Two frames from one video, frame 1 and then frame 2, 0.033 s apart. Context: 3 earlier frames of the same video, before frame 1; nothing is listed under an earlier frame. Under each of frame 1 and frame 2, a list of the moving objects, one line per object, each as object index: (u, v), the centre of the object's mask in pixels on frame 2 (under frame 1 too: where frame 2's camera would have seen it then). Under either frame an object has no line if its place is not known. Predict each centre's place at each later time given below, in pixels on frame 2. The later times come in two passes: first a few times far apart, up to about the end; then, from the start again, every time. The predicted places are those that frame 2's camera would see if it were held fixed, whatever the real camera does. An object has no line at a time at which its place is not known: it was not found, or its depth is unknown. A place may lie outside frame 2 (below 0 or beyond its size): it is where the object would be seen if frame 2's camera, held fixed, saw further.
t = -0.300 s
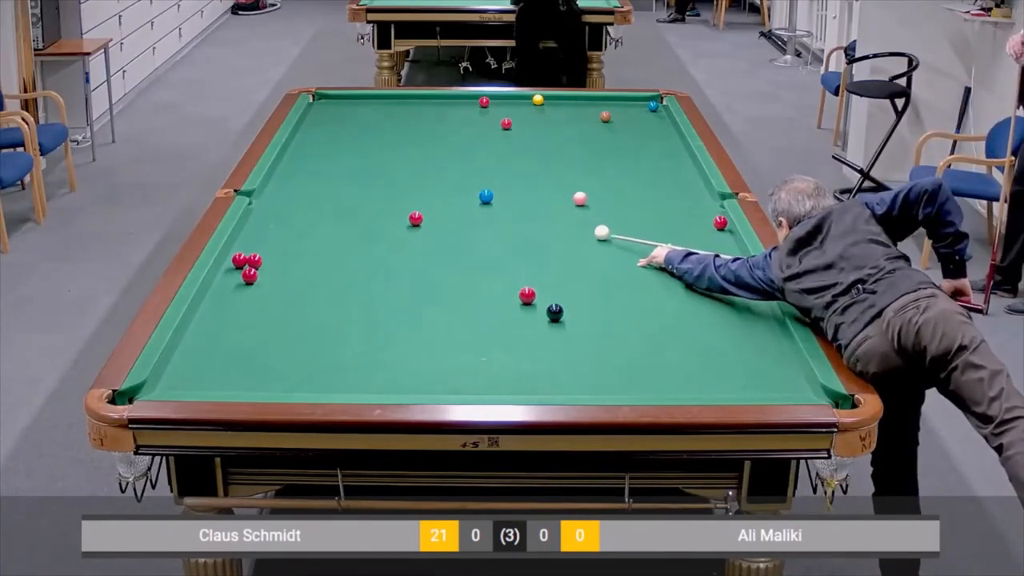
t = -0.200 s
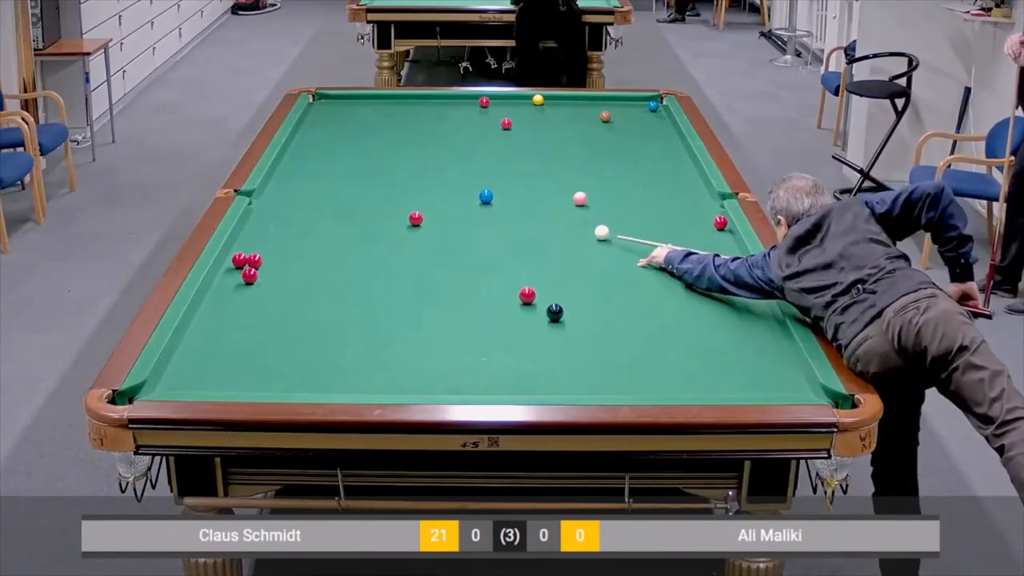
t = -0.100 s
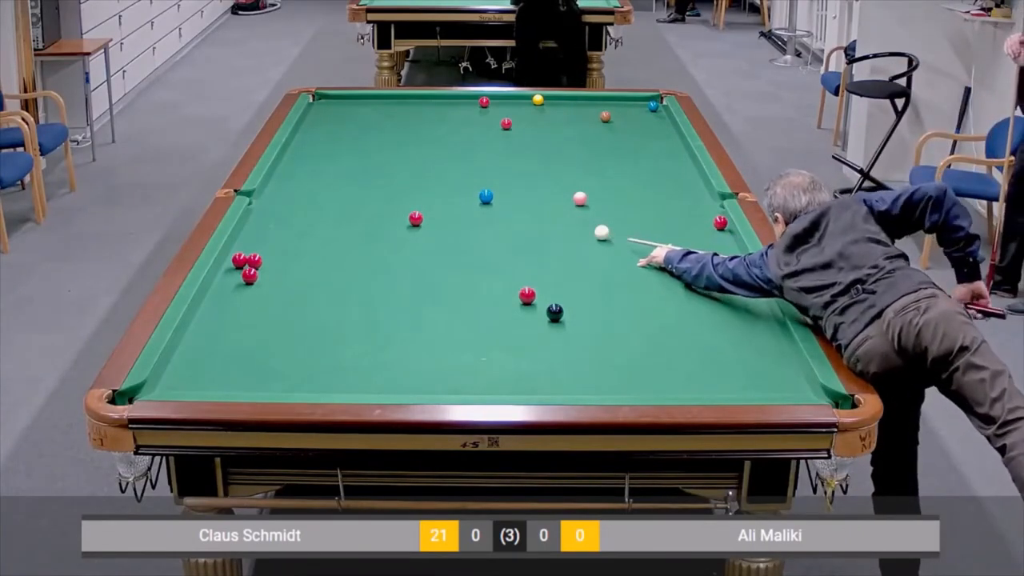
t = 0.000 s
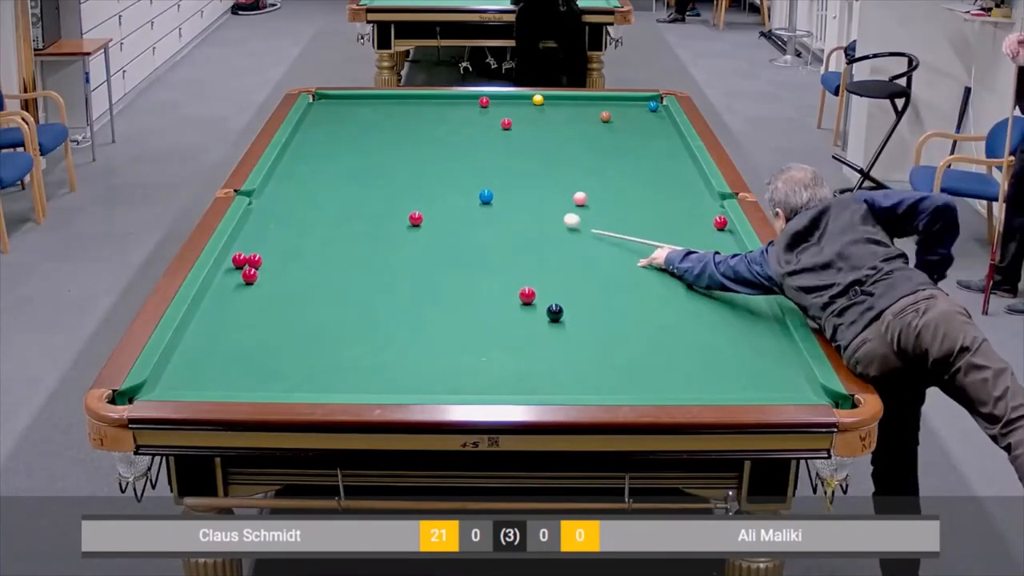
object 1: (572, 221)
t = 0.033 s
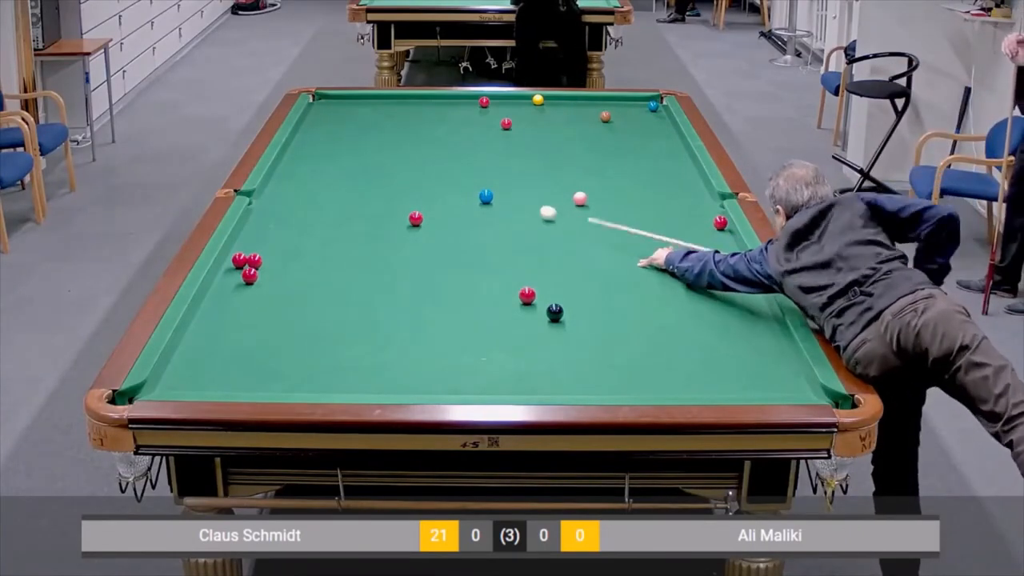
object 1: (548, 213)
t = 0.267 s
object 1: (492, 167)
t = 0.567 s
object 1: (486, 127)
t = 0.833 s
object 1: (484, 104)
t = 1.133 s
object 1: (499, 109)
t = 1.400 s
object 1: (519, 117)
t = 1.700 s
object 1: (540, 124)
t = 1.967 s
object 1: (558, 130)
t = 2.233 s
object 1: (576, 136)
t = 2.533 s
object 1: (595, 142)
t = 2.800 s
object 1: (611, 148)
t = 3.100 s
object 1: (629, 154)
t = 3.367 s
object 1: (644, 159)
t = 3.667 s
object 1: (659, 164)
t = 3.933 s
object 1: (673, 169)
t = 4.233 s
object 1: (686, 174)
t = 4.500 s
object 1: (697, 178)
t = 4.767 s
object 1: (701, 181)
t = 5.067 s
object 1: (698, 184)
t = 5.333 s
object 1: (696, 186)
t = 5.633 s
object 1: (694, 188)
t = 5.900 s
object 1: (692, 189)
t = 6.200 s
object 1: (691, 190)
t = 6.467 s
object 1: (690, 190)
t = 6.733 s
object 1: (690, 190)
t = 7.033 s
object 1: (690, 190)
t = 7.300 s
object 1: (690, 190)
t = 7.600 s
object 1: (690, 190)
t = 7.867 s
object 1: (690, 190)
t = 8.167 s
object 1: (690, 190)
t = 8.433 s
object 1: (690, 190)
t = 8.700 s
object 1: (690, 190)
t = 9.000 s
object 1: (690, 190)
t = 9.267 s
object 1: (690, 190)
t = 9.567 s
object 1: (690, 190)
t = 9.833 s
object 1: (690, 190)
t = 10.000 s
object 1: (690, 190)
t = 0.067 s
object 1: (525, 205)
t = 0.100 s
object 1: (503, 197)
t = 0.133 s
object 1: (498, 191)
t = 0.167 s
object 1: (497, 184)
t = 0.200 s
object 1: (495, 178)
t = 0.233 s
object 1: (494, 172)
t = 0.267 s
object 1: (492, 167)
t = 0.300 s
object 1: (491, 161)
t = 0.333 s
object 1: (490, 156)
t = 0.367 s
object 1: (489, 151)
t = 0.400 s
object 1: (488, 147)
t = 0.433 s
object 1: (488, 142)
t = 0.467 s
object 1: (487, 139)
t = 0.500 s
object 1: (486, 135)
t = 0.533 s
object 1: (486, 131)
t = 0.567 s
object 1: (486, 127)
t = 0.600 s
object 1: (485, 124)
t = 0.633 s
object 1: (485, 121)
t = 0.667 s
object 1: (485, 118)
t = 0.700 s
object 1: (485, 115)
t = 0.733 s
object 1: (484, 112)
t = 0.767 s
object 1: (484, 109)
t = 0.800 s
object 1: (484, 106)
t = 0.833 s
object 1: (484, 104)
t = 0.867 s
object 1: (484, 104)
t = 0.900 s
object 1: (484, 104)
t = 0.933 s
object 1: (484, 104)
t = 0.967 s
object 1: (485, 103)
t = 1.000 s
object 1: (486, 104)
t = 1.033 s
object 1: (490, 105)
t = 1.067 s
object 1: (493, 107)
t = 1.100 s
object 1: (496, 108)
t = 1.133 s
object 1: (499, 109)
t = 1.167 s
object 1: (502, 110)
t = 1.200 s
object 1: (504, 111)
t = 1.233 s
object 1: (507, 112)
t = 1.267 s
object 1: (510, 113)
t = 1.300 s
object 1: (513, 114)
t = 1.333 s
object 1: (515, 115)
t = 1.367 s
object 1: (517, 116)
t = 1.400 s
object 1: (519, 117)
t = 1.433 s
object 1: (522, 117)
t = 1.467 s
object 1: (524, 118)
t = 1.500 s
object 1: (526, 119)
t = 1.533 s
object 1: (529, 120)
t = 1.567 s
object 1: (531, 121)
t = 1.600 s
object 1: (533, 121)
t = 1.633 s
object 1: (536, 122)
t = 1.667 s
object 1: (538, 123)
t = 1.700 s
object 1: (540, 124)
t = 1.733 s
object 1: (542, 125)
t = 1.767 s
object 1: (545, 125)
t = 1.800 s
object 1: (547, 126)
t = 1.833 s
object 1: (549, 127)
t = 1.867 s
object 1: (552, 127)
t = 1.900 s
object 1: (554, 128)
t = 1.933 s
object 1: (556, 129)
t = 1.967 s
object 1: (558, 130)
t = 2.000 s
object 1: (561, 131)
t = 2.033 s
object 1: (563, 131)
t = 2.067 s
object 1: (565, 132)
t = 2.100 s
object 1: (567, 133)
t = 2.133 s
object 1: (569, 134)
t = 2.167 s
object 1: (571, 134)
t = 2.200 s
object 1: (574, 135)
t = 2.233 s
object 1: (576, 136)
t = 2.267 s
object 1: (578, 136)
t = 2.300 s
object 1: (580, 137)
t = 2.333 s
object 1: (582, 138)
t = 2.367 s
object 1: (584, 139)
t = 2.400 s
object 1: (587, 139)
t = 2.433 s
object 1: (589, 140)
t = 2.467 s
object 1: (591, 141)
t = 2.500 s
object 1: (593, 141)
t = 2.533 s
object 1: (595, 142)
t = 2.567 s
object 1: (597, 143)
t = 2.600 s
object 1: (599, 144)
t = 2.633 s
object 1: (601, 144)
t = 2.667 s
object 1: (603, 145)
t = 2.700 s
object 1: (605, 146)
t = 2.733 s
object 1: (607, 146)
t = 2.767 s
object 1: (609, 147)
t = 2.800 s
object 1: (611, 148)
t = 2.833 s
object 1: (614, 148)
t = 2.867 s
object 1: (615, 149)
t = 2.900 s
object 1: (617, 150)
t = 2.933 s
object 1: (619, 150)
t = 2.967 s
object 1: (621, 151)
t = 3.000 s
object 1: (624, 152)
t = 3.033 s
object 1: (625, 152)
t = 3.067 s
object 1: (627, 153)
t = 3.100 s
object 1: (629, 154)
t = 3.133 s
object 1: (631, 154)
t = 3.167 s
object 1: (633, 155)
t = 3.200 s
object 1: (635, 156)
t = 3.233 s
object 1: (637, 156)
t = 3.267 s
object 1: (638, 157)
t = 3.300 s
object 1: (640, 158)
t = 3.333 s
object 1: (642, 158)
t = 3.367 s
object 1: (644, 159)
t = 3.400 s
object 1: (646, 160)
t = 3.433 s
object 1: (648, 160)
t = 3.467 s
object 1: (649, 161)
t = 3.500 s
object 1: (651, 161)
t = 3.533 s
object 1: (653, 162)
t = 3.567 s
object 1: (655, 163)
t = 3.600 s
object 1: (656, 163)
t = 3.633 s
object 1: (658, 164)
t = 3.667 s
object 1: (659, 164)
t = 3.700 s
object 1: (661, 165)
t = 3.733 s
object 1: (663, 166)
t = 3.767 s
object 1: (665, 166)
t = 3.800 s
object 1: (666, 167)
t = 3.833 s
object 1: (668, 167)
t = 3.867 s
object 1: (669, 168)
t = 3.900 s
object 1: (671, 168)
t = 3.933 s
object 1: (673, 169)
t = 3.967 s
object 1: (674, 170)
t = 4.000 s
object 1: (676, 170)
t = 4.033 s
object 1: (677, 171)
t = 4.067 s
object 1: (679, 171)
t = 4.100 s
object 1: (680, 172)
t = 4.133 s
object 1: (682, 172)
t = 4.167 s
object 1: (683, 173)
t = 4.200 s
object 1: (684, 173)
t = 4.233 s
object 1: (686, 174)
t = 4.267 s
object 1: (687, 174)
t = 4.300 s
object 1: (689, 175)
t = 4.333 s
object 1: (690, 175)
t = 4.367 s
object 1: (691, 176)
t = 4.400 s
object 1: (693, 177)
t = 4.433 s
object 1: (694, 177)
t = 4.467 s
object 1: (695, 177)
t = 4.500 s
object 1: (697, 178)
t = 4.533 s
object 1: (698, 178)
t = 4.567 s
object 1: (699, 179)
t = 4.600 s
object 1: (701, 179)
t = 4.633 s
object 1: (702, 180)
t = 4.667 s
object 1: (702, 180)
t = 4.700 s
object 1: (702, 181)
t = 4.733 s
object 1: (702, 181)
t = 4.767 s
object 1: (701, 181)
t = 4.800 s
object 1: (701, 182)
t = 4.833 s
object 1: (701, 182)
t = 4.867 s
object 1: (700, 182)
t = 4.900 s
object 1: (700, 183)
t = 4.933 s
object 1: (699, 183)
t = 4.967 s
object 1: (699, 183)
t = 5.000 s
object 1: (699, 183)
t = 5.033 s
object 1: (698, 184)
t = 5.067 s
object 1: (698, 184)
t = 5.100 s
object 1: (698, 184)
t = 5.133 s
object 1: (698, 184)
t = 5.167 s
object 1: (697, 185)
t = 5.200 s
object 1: (697, 185)
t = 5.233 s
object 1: (697, 185)
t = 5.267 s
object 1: (696, 186)
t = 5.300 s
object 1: (696, 186)
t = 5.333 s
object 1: (696, 186)
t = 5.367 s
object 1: (696, 186)
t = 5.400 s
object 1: (695, 187)
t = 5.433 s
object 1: (695, 187)
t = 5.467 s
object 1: (695, 187)
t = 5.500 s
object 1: (695, 187)
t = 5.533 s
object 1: (695, 187)
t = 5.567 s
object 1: (694, 187)
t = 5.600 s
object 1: (694, 188)
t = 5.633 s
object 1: (694, 188)
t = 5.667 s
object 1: (694, 188)
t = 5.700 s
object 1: (694, 188)
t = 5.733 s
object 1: (693, 188)
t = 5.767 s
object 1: (693, 189)
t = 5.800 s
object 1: (693, 189)
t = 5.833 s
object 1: (692, 189)
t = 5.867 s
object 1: (692, 189)
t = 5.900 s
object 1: (692, 189)
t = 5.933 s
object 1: (692, 189)
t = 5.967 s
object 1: (692, 189)
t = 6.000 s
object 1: (691, 189)
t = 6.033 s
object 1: (691, 189)
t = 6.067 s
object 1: (691, 189)
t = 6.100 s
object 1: (691, 190)
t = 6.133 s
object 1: (691, 190)
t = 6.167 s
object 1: (691, 190)
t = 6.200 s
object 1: (691, 190)
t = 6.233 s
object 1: (691, 190)
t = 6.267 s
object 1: (690, 190)
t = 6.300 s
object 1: (690, 190)
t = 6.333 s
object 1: (690, 190)
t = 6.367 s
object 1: (690, 190)
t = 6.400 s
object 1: (690, 190)
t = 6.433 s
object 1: (690, 190)
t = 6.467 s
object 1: (690, 190)
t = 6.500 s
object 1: (690, 190)
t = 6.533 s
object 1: (690, 190)
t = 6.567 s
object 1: (690, 190)
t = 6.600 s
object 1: (690, 190)
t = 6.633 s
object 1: (690, 190)
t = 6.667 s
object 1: (690, 190)
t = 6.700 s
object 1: (690, 190)
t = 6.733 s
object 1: (690, 190)
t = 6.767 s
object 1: (690, 190)
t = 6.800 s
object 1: (690, 190)
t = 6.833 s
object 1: (690, 190)
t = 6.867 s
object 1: (690, 190)
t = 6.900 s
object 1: (690, 190)
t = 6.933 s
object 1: (690, 190)
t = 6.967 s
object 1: (690, 190)
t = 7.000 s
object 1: (690, 190)
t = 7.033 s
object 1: (690, 190)
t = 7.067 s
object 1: (690, 190)
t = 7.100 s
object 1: (690, 190)
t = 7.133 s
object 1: (690, 190)
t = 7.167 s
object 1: (690, 190)
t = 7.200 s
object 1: (690, 190)
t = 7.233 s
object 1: (690, 190)
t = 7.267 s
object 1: (690, 190)
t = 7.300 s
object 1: (690, 190)
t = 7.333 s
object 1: (690, 190)
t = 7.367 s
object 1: (690, 190)
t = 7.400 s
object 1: (690, 190)
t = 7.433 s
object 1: (690, 190)
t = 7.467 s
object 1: (690, 190)
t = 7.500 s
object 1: (690, 190)
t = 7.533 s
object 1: (690, 190)
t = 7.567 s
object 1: (690, 190)
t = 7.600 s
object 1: (690, 190)
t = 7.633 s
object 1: (690, 190)
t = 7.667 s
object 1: (690, 190)
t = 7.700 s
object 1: (690, 190)
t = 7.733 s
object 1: (690, 190)
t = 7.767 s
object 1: (690, 190)
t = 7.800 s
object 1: (690, 190)
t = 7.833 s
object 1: (690, 190)
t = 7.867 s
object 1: (690, 190)
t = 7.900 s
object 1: (690, 190)
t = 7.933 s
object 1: (690, 190)
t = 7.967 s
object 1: (690, 190)
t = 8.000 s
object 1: (690, 190)
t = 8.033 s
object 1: (690, 190)
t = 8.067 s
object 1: (690, 190)
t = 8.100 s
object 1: (690, 190)
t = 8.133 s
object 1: (690, 190)
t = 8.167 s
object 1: (690, 190)
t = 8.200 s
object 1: (690, 190)
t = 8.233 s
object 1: (690, 190)
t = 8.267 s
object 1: (690, 190)
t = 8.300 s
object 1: (690, 190)
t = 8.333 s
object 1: (690, 190)
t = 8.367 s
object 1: (690, 190)
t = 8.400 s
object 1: (690, 190)
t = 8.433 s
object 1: (690, 190)
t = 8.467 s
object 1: (690, 190)
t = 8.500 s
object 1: (690, 190)
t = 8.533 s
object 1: (690, 190)
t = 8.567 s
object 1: (690, 190)
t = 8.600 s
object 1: (690, 190)
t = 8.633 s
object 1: (690, 190)
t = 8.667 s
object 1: (690, 190)
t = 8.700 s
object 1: (690, 190)
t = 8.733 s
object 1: (690, 190)
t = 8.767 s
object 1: (690, 190)
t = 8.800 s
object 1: (690, 190)
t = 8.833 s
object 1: (690, 190)
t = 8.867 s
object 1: (690, 190)
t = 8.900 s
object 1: (690, 190)
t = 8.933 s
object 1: (690, 190)
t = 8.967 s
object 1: (690, 190)
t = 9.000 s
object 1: (690, 190)
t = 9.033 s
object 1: (690, 190)
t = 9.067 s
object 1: (690, 190)
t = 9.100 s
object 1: (690, 190)
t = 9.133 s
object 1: (690, 190)
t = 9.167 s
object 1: (690, 190)
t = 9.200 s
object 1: (690, 190)
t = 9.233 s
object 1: (690, 190)
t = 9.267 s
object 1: (690, 190)
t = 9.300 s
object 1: (690, 190)
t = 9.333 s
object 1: (690, 190)
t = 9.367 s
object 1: (690, 190)
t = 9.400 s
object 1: (690, 190)
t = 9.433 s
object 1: (690, 190)
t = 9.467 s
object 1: (690, 190)
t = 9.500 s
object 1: (690, 190)
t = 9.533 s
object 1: (690, 190)
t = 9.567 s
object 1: (690, 190)
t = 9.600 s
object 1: (690, 190)
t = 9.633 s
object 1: (690, 190)
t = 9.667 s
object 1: (690, 190)
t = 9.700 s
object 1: (690, 190)
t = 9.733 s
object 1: (690, 190)
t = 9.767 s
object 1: (690, 190)
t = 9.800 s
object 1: (690, 190)
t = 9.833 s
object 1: (690, 190)
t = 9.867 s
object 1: (690, 190)
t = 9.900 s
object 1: (690, 190)
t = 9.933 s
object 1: (690, 190)
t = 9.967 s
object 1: (690, 190)
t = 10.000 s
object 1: (690, 190)
